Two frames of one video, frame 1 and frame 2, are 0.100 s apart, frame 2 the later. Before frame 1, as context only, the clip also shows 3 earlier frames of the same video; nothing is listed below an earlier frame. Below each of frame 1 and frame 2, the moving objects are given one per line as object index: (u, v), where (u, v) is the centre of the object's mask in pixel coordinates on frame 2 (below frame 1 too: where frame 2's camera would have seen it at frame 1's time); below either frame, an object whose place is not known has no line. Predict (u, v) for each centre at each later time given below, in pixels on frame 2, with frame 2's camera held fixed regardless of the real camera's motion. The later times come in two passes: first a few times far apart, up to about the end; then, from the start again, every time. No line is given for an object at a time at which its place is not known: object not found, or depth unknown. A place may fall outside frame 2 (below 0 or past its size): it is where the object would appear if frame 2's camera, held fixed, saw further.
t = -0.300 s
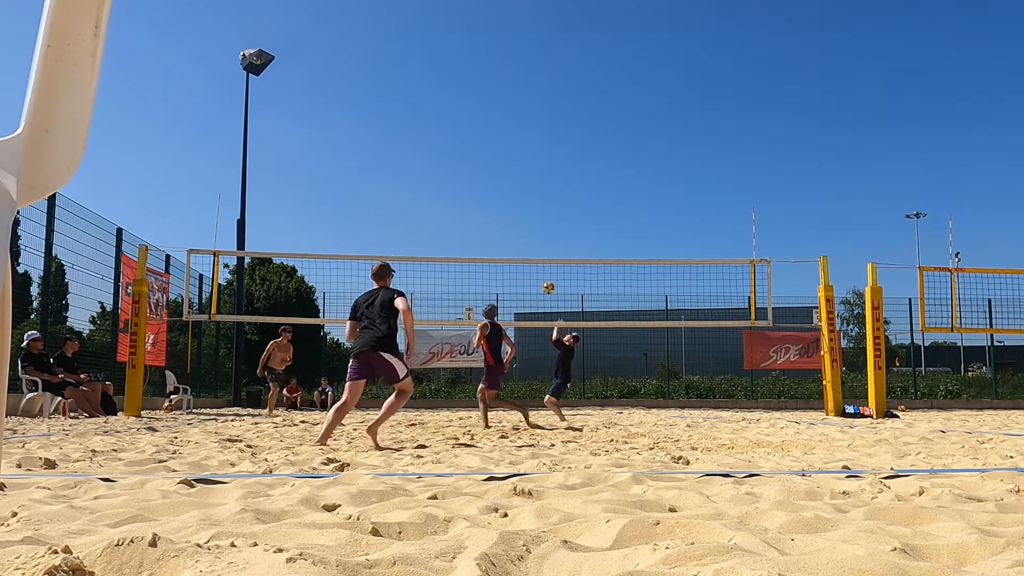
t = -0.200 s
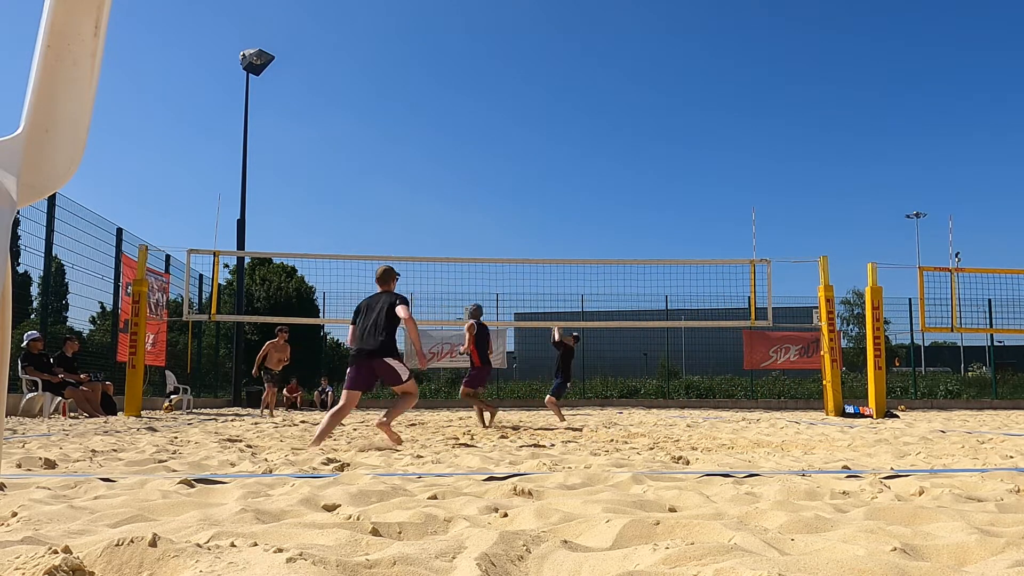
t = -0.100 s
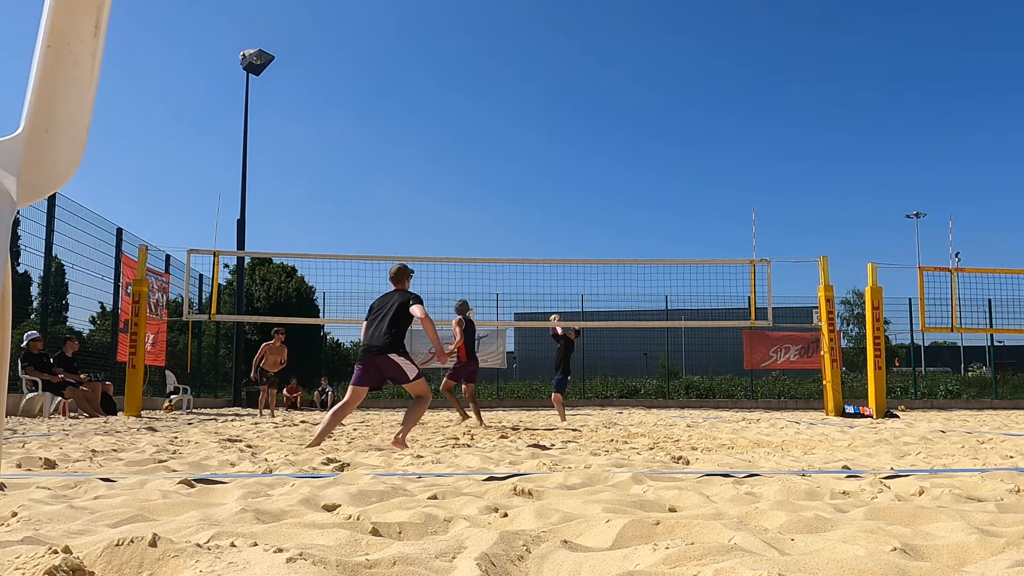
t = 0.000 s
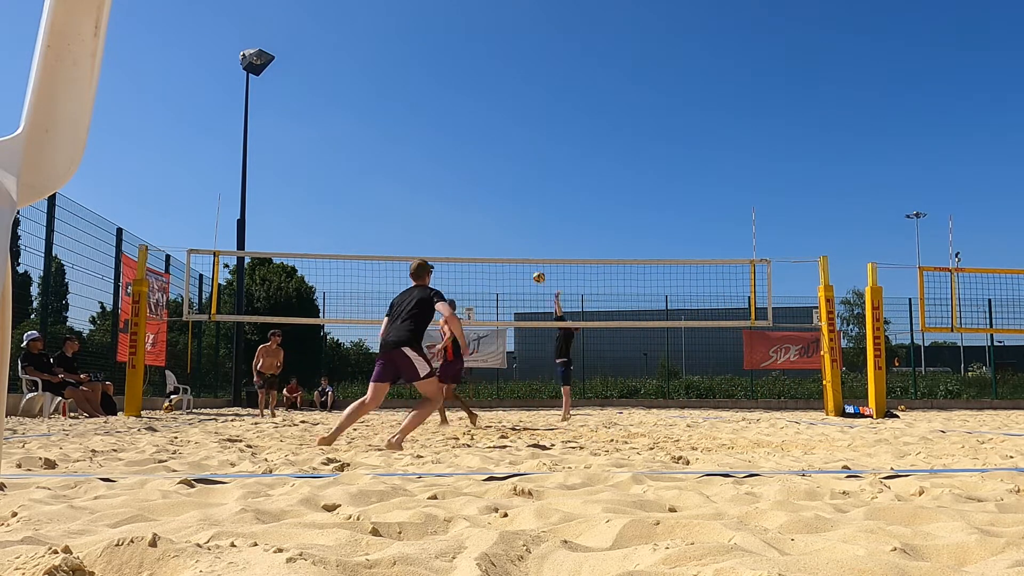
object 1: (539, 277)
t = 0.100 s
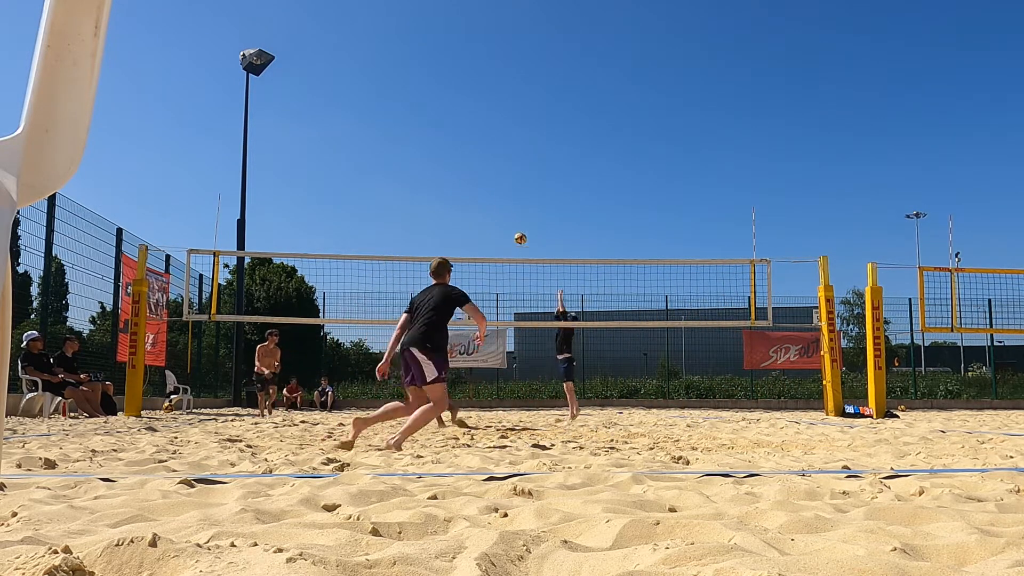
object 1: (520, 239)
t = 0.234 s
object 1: (495, 195)
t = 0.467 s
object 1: (452, 143)
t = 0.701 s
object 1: (406, 120)
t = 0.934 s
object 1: (360, 130)
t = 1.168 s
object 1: (311, 175)
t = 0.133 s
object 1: (514, 227)
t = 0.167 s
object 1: (508, 215)
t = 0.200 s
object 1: (502, 205)
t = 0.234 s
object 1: (495, 195)
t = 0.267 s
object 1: (489, 186)
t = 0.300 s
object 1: (483, 177)
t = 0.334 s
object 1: (476, 169)
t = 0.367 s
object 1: (470, 161)
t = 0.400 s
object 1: (464, 155)
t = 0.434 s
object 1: (458, 148)
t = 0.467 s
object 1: (452, 143)
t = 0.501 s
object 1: (445, 138)
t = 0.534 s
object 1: (439, 133)
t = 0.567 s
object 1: (433, 129)
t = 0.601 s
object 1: (426, 126)
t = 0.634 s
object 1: (419, 124)
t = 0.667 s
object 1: (413, 121)
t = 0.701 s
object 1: (406, 120)
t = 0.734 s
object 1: (400, 120)
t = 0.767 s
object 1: (393, 120)
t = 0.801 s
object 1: (387, 121)
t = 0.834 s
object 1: (380, 122)
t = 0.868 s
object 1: (373, 124)
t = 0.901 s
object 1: (367, 127)
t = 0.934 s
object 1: (360, 130)
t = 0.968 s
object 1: (353, 135)
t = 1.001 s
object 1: (346, 139)
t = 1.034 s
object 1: (339, 145)
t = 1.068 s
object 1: (332, 152)
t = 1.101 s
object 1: (325, 159)
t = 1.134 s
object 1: (318, 166)
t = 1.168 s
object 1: (311, 175)
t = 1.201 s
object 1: (303, 184)
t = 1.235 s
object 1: (296, 194)
